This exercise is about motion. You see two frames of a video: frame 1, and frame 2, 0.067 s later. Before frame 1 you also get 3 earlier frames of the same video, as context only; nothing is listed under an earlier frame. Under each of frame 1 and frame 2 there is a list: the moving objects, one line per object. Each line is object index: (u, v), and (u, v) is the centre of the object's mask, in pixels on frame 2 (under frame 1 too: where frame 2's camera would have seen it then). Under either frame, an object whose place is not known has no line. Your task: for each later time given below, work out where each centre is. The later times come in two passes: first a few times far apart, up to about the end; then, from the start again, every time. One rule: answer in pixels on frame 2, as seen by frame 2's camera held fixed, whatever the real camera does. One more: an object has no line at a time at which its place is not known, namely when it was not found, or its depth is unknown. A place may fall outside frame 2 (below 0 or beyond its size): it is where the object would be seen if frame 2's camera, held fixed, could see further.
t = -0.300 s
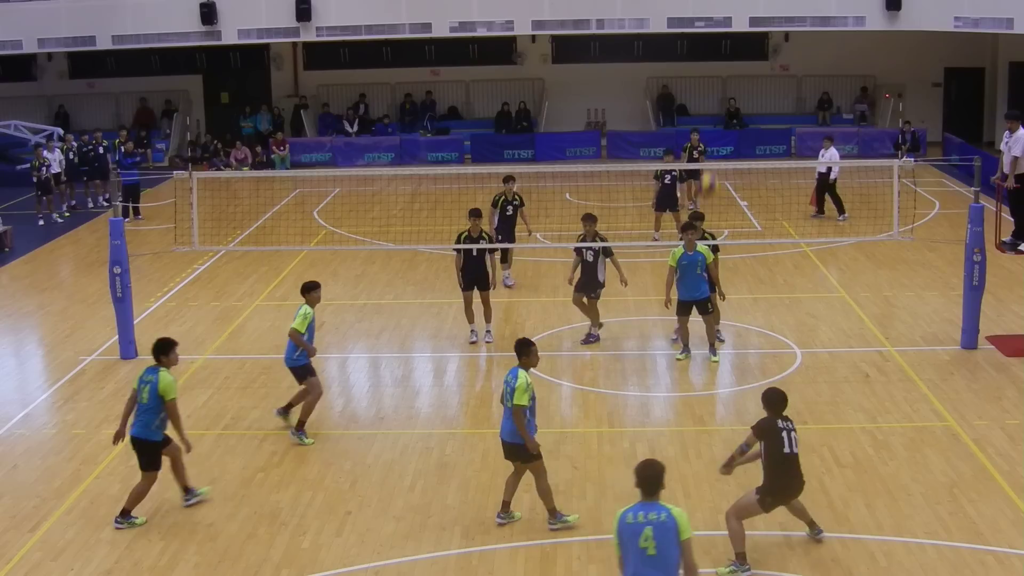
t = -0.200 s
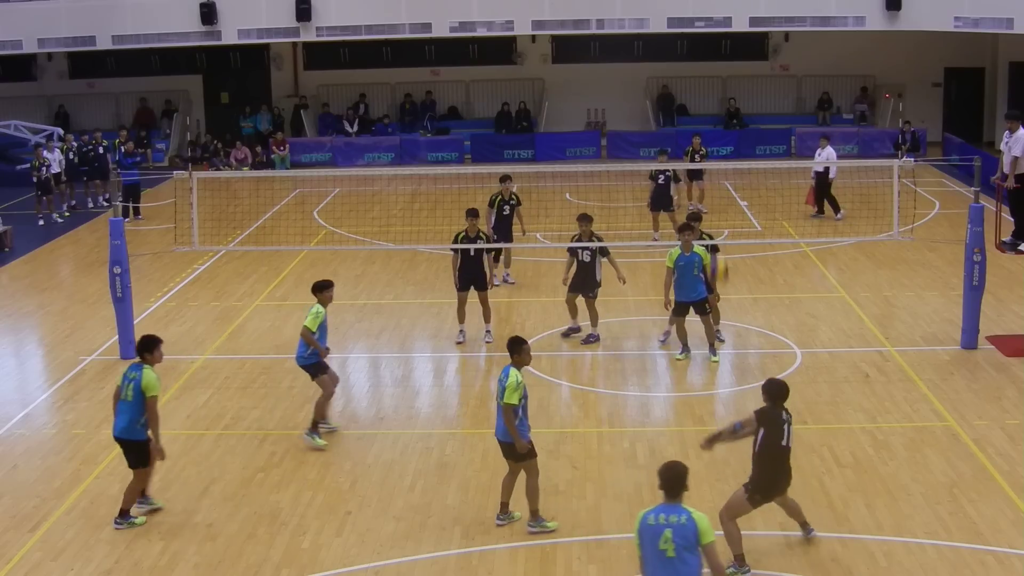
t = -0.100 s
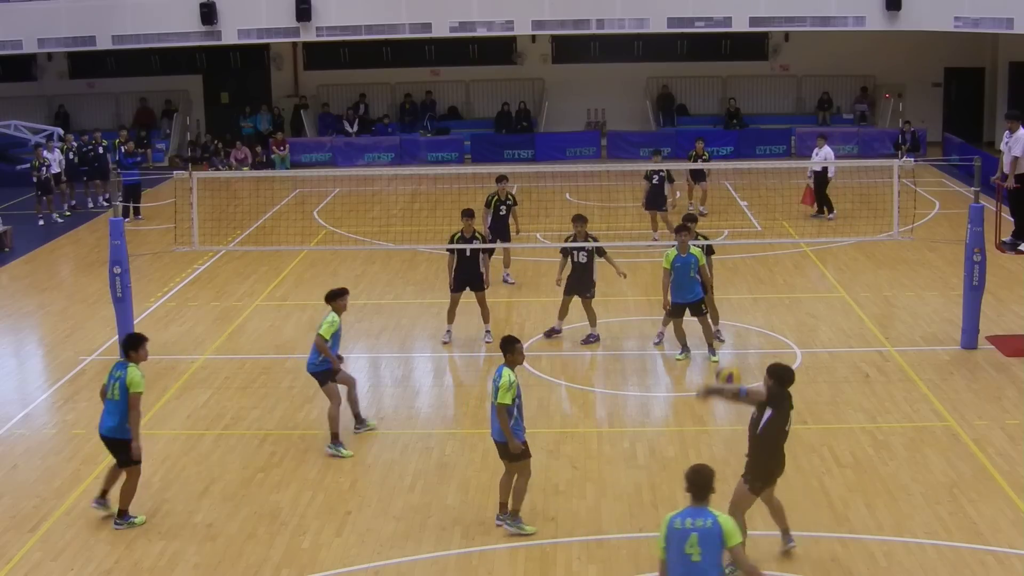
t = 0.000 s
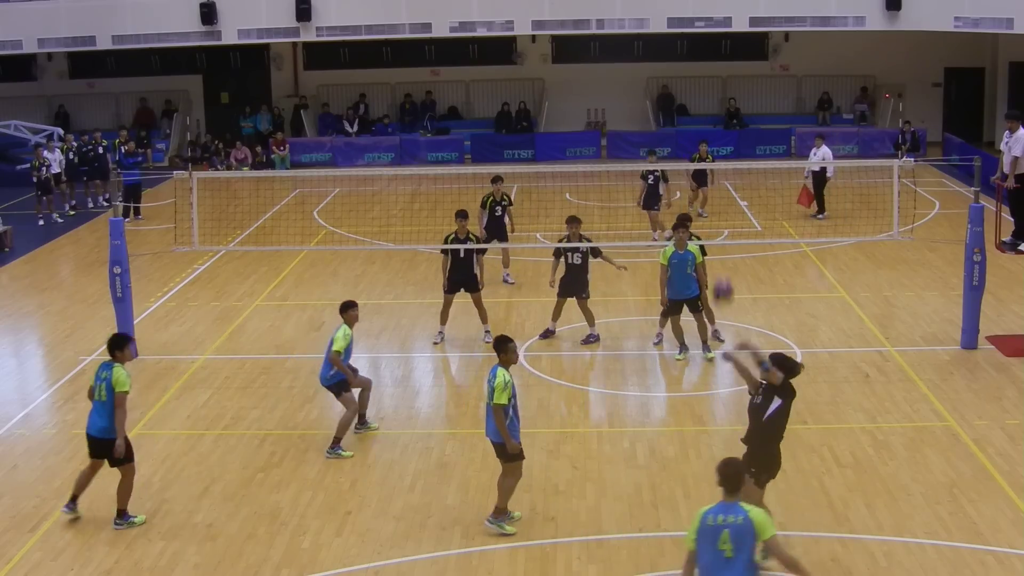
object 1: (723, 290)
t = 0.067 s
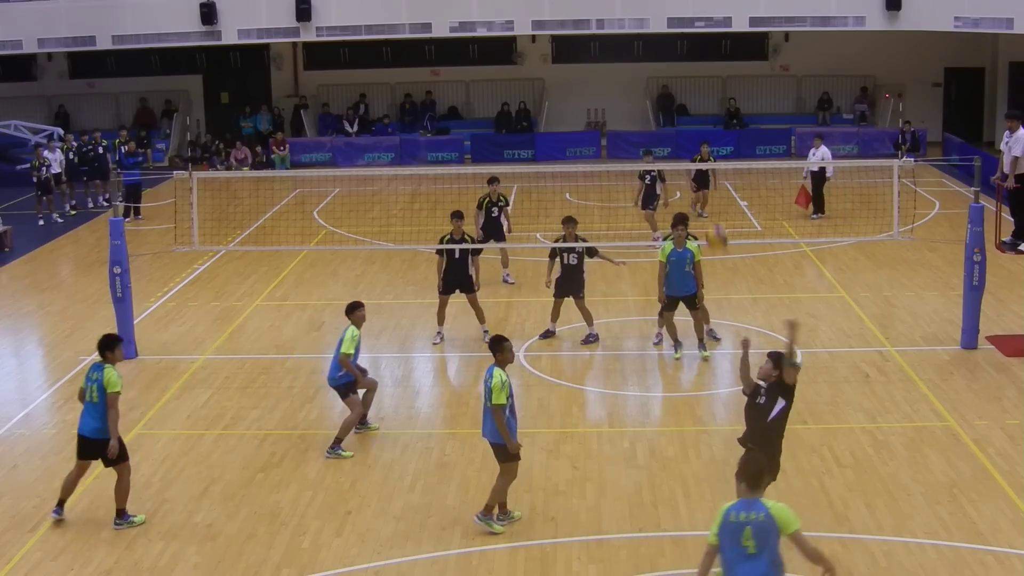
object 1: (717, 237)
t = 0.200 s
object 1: (709, 150)
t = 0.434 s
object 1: (695, 63)
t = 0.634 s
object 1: (685, 42)
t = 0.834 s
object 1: (675, 59)
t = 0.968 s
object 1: (670, 88)
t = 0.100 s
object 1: (716, 212)
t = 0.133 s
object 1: (715, 191)
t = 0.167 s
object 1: (711, 171)
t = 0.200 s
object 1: (709, 150)
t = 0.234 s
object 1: (707, 134)
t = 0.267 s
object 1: (705, 119)
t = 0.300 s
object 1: (703, 106)
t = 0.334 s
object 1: (701, 93)
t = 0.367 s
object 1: (699, 82)
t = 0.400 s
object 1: (698, 72)
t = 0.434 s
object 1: (695, 63)
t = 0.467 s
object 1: (693, 56)
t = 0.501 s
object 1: (691, 52)
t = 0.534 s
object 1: (689, 48)
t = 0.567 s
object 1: (688, 45)
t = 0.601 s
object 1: (686, 43)
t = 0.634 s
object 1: (685, 42)
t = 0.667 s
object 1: (683, 42)
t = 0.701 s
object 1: (681, 43)
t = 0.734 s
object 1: (680, 46)
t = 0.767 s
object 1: (679, 49)
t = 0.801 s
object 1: (677, 54)
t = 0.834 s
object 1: (675, 59)
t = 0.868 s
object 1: (674, 65)
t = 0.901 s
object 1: (673, 71)
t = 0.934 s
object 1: (671, 79)
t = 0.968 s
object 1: (670, 88)
